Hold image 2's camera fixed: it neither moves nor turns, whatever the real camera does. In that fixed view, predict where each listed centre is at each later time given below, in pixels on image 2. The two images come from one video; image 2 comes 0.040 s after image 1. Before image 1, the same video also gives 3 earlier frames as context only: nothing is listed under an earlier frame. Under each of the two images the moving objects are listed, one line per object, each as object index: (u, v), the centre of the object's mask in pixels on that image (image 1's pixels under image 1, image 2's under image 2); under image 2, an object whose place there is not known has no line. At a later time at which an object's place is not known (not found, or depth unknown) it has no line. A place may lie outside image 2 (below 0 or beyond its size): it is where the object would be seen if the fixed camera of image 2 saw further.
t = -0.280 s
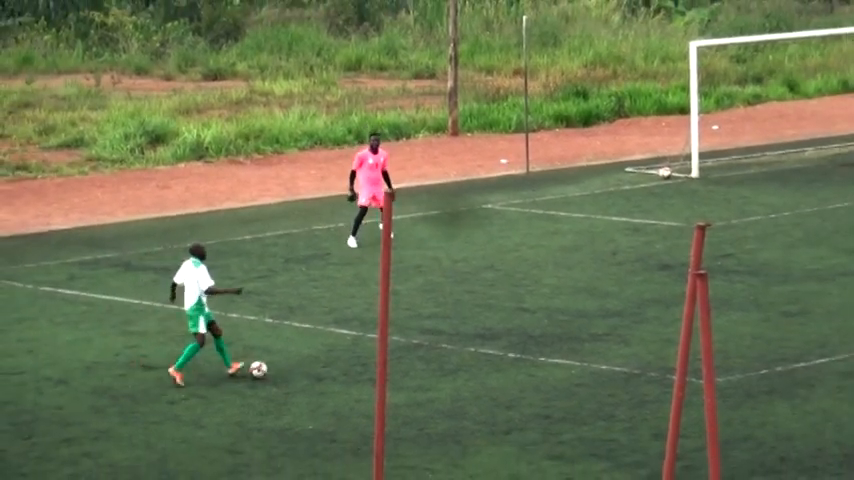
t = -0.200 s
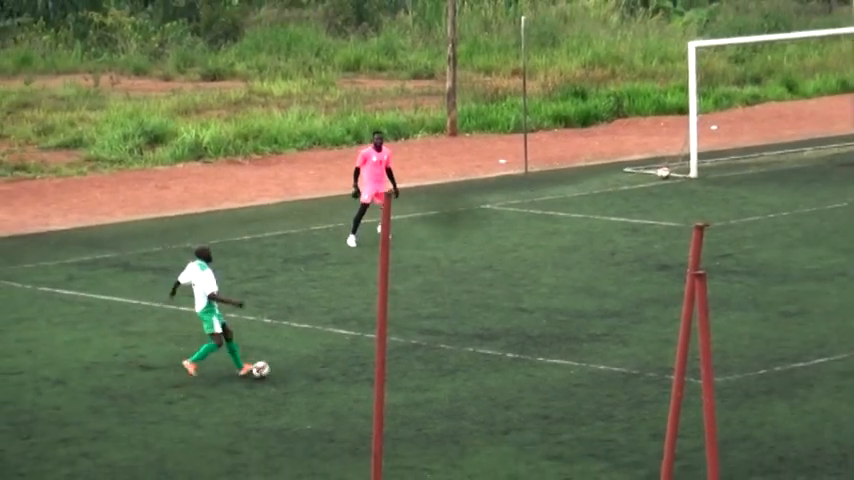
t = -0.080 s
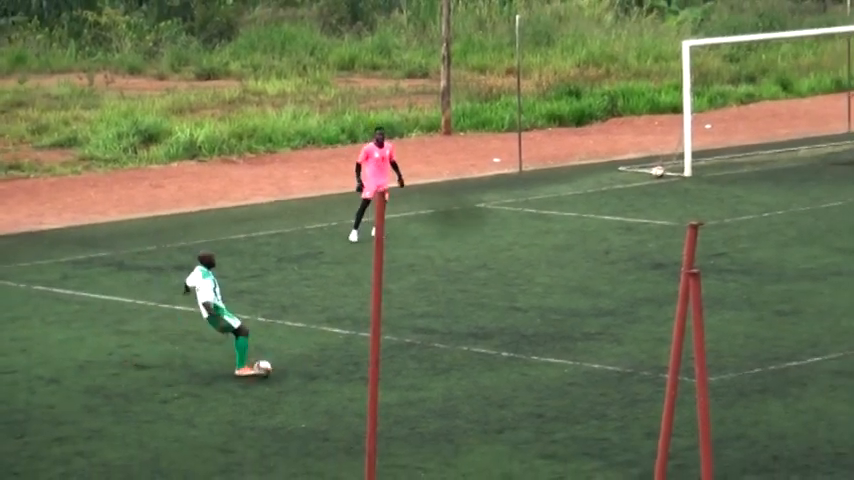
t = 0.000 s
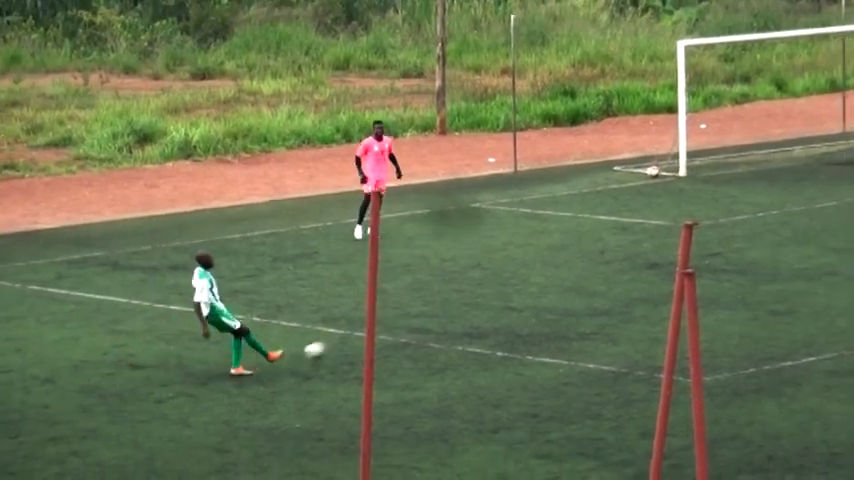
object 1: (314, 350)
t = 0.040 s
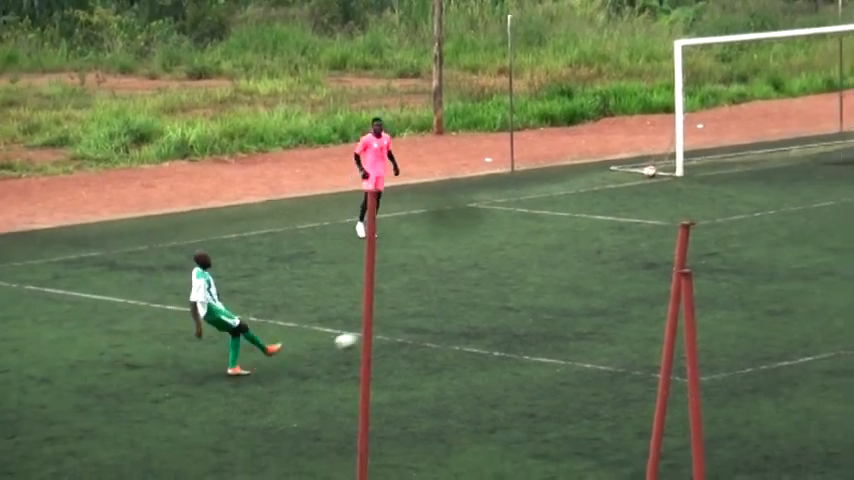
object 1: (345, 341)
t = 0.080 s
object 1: (380, 333)
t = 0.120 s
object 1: (412, 326)
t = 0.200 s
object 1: (474, 318)
